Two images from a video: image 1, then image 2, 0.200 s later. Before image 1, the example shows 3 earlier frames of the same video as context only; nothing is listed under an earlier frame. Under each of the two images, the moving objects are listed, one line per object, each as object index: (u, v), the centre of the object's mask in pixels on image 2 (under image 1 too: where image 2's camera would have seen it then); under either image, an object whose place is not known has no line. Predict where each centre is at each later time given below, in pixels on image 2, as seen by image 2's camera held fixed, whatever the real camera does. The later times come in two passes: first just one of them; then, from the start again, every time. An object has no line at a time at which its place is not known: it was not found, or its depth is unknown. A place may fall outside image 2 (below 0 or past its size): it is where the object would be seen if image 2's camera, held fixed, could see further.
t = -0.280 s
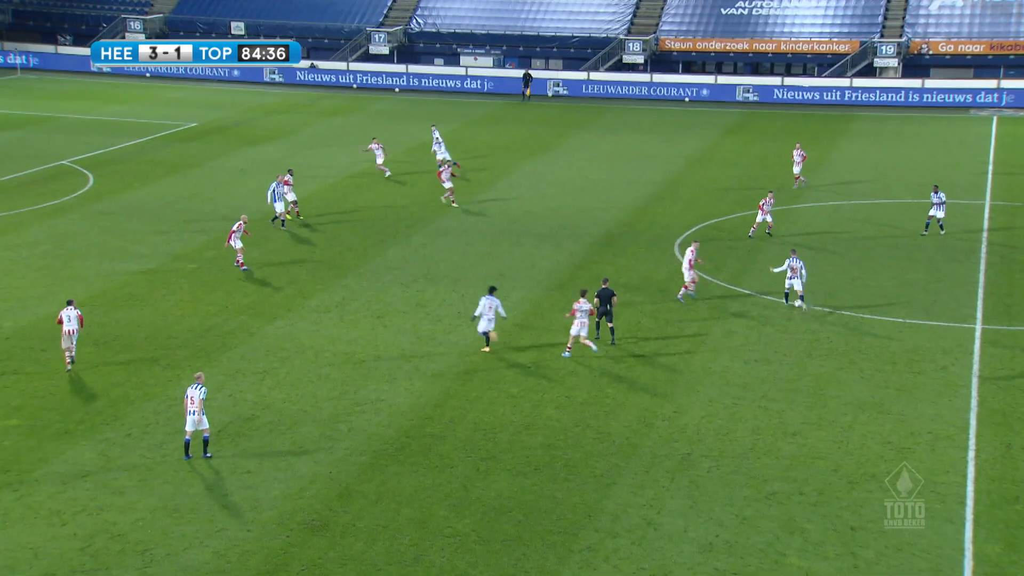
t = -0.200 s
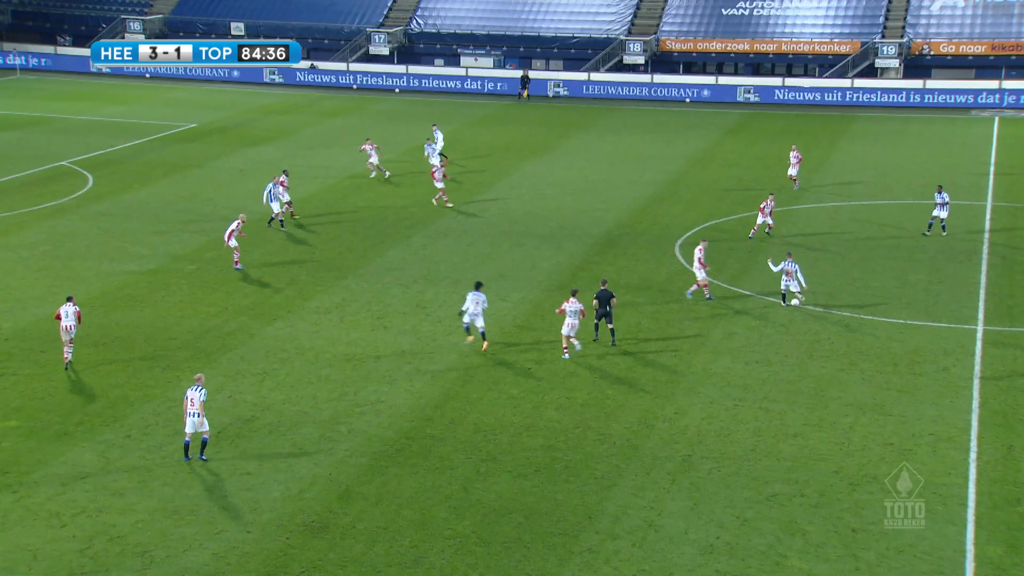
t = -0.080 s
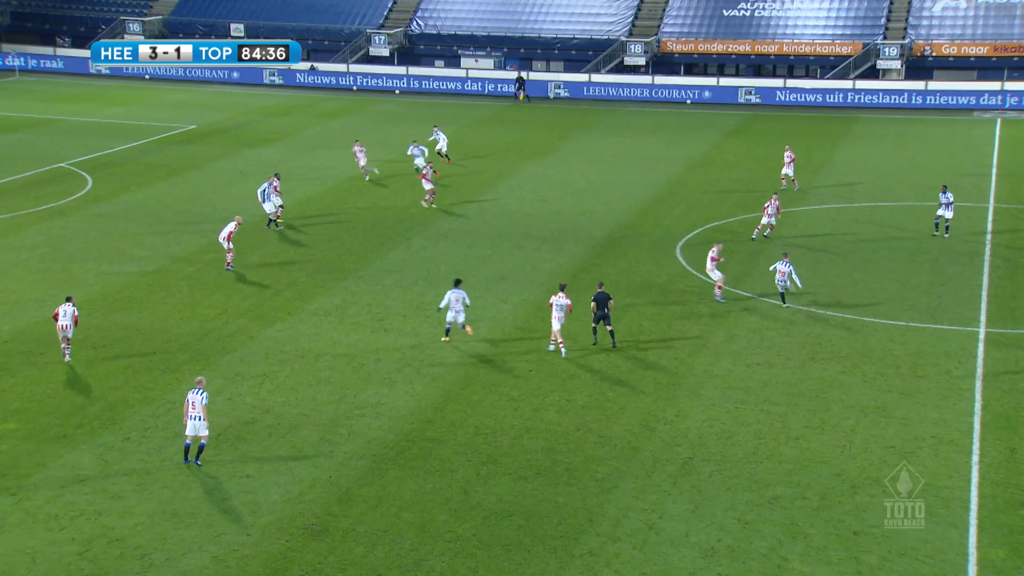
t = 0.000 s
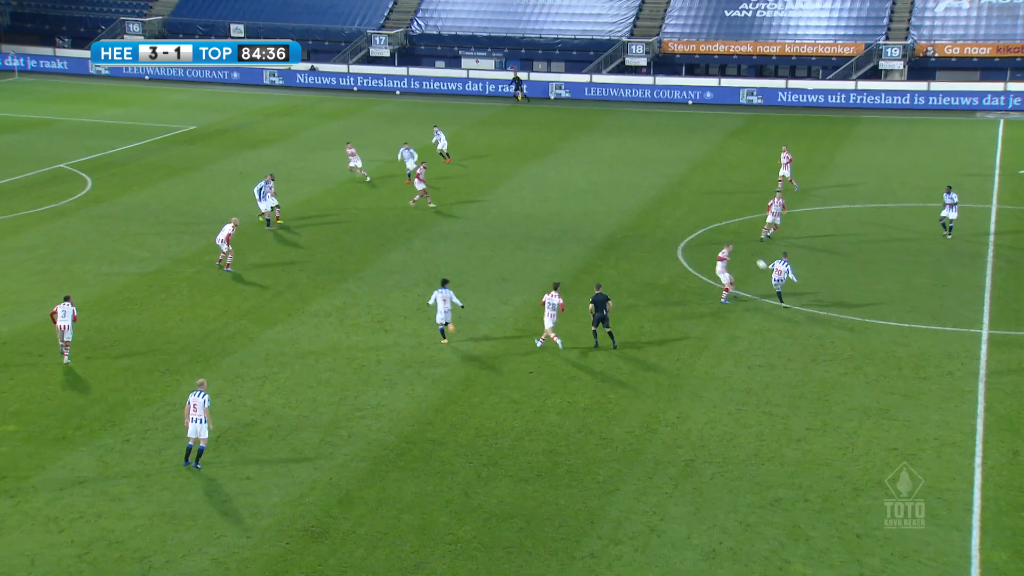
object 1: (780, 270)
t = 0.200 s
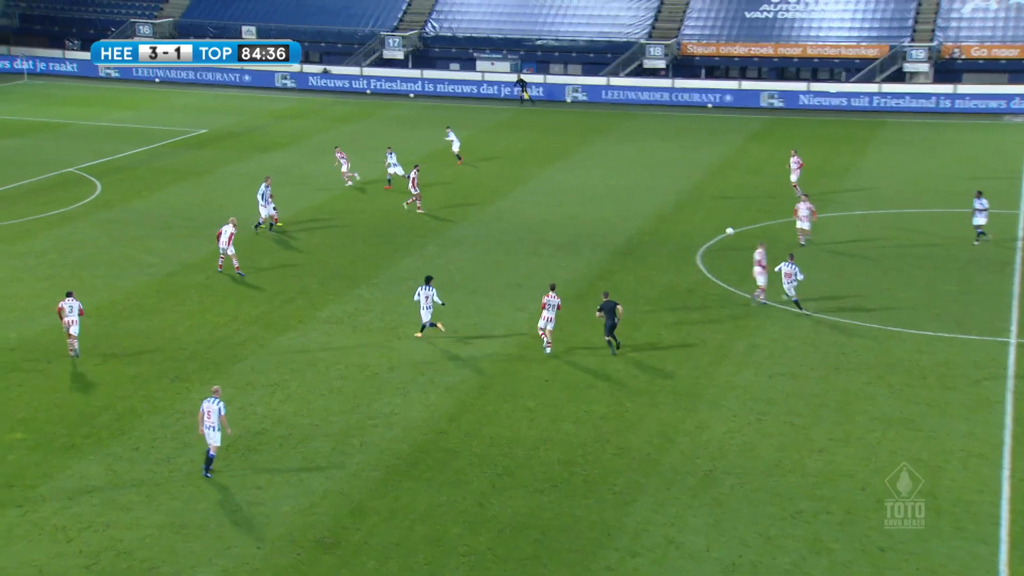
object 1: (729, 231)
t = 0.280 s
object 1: (710, 222)
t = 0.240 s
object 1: (720, 226)
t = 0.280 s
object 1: (710, 222)
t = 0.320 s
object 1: (701, 220)
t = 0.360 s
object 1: (692, 218)
